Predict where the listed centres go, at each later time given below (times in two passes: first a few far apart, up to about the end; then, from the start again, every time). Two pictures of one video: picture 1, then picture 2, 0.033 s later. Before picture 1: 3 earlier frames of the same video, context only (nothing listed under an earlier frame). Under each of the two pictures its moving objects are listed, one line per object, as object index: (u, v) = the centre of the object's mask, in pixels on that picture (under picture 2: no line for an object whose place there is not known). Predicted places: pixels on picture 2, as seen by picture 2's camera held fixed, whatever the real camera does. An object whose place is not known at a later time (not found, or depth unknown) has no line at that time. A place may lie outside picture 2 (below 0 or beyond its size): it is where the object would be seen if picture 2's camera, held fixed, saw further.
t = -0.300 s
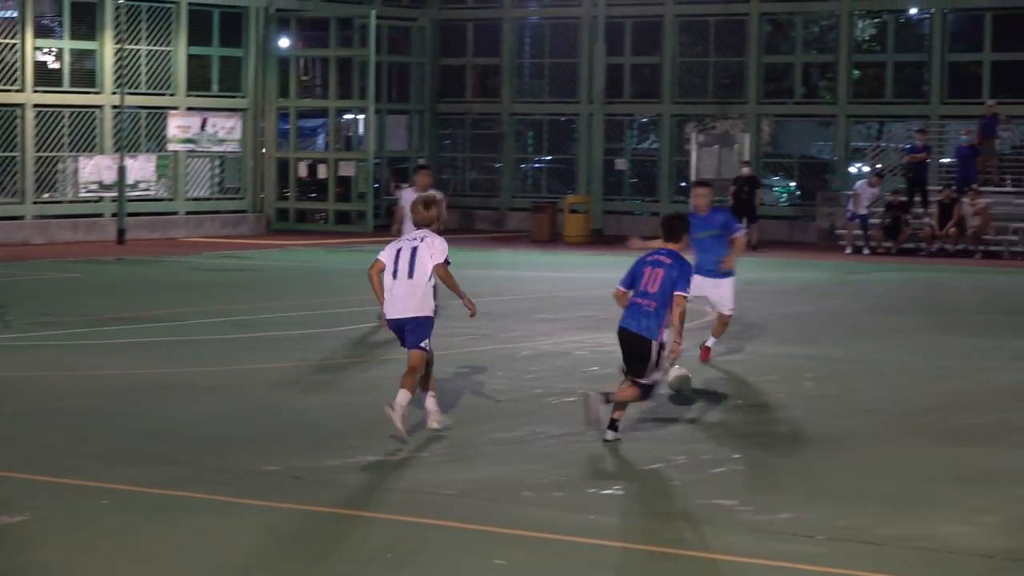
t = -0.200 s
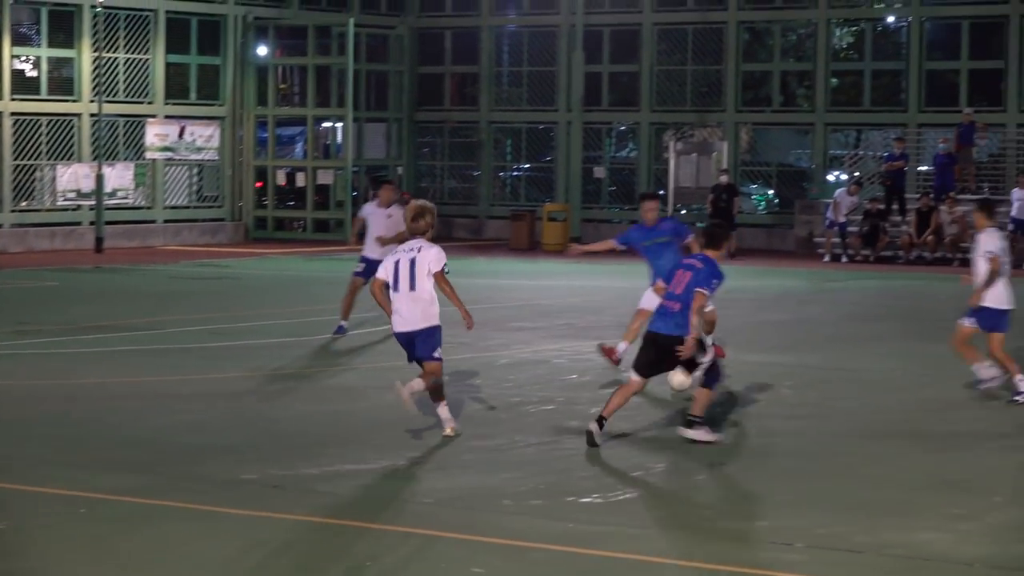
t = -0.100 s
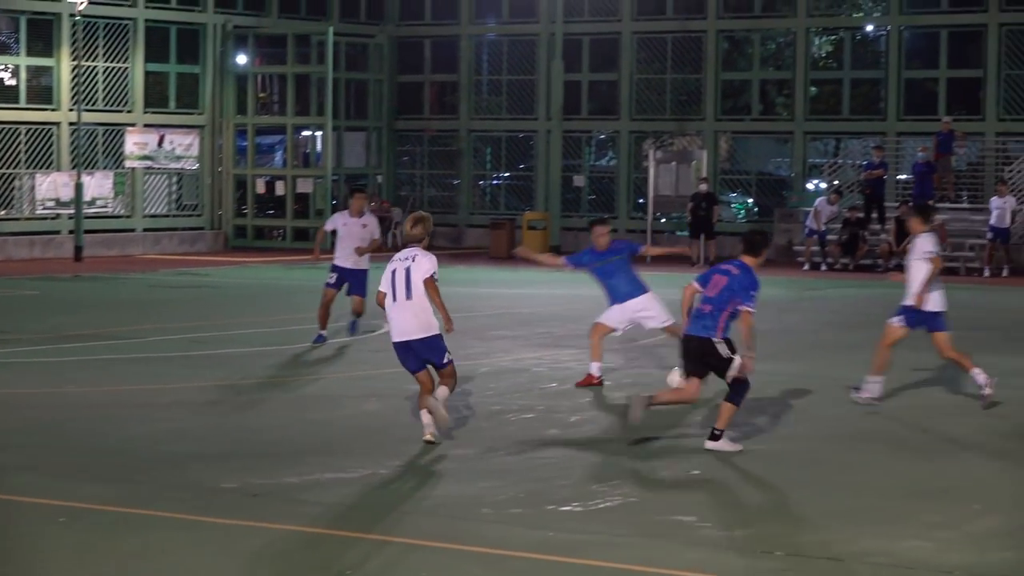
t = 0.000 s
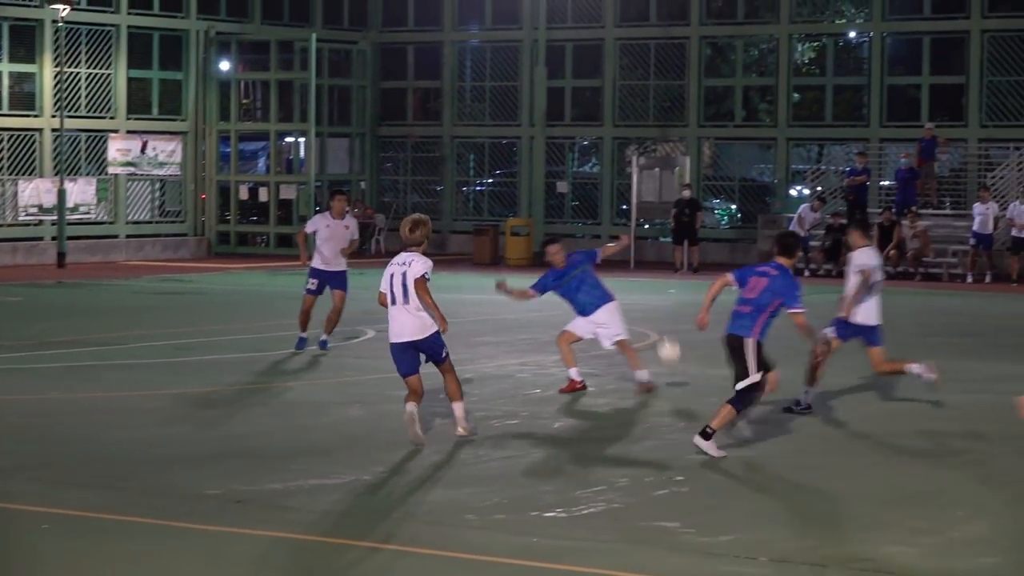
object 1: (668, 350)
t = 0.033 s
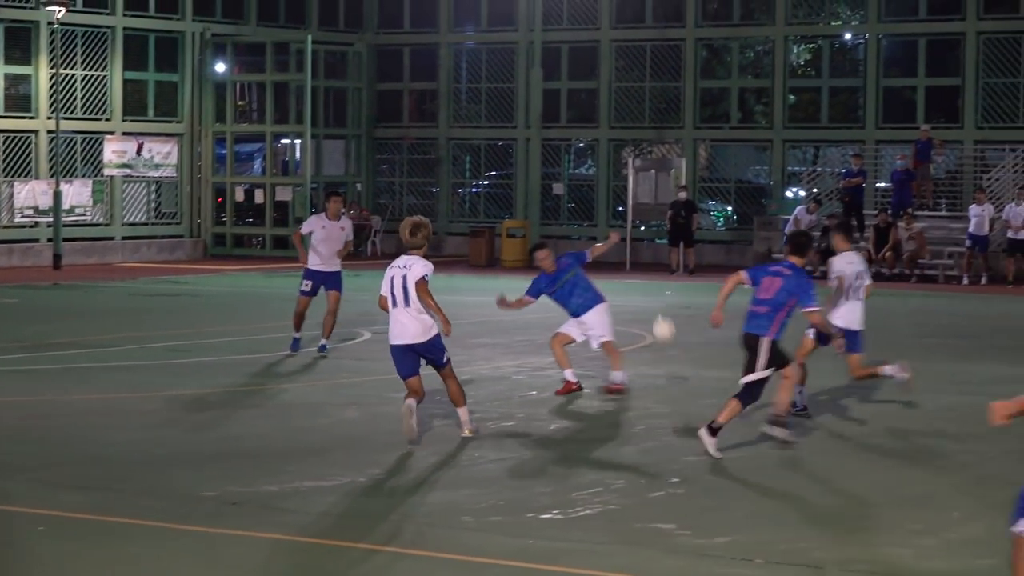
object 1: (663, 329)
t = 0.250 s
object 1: (649, 202)
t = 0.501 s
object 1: (632, 118)
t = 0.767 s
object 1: (611, 108)
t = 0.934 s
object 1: (598, 146)
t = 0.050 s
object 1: (662, 317)
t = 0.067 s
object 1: (661, 306)
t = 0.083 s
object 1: (660, 294)
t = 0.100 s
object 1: (659, 284)
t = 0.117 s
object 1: (657, 273)
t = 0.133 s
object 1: (657, 264)
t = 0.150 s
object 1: (655, 255)
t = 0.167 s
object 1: (655, 245)
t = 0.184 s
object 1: (654, 236)
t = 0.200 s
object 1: (653, 227)
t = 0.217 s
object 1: (652, 218)
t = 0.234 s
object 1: (651, 211)
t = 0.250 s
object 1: (649, 202)
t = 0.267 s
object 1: (648, 195)
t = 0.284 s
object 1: (647, 187)
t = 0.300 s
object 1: (646, 179)
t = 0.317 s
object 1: (645, 172)
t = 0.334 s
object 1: (644, 166)
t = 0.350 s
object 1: (643, 160)
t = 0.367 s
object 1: (641, 154)
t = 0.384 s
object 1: (640, 148)
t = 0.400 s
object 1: (639, 143)
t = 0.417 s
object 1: (638, 138)
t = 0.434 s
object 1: (637, 133)
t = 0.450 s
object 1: (636, 129)
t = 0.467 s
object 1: (634, 125)
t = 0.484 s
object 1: (633, 121)
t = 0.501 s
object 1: (632, 118)
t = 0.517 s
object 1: (631, 115)
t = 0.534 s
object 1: (629, 112)
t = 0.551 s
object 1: (628, 110)
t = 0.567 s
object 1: (627, 108)
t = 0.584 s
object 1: (626, 106)
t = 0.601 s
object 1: (624, 104)
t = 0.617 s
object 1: (623, 103)
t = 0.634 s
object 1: (622, 102)
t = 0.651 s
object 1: (621, 102)
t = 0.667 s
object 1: (620, 102)
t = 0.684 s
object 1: (618, 102)
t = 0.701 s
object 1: (617, 102)
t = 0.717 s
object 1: (615, 103)
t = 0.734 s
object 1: (614, 104)
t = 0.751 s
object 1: (613, 106)
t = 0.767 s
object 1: (611, 108)
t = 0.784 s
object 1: (610, 110)
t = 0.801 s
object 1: (609, 113)
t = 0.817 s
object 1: (608, 115)
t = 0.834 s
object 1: (606, 119)
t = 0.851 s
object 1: (604, 122)
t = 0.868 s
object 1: (603, 126)
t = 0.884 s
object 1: (602, 130)
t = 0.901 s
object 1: (600, 135)
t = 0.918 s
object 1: (599, 140)
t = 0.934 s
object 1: (598, 146)
